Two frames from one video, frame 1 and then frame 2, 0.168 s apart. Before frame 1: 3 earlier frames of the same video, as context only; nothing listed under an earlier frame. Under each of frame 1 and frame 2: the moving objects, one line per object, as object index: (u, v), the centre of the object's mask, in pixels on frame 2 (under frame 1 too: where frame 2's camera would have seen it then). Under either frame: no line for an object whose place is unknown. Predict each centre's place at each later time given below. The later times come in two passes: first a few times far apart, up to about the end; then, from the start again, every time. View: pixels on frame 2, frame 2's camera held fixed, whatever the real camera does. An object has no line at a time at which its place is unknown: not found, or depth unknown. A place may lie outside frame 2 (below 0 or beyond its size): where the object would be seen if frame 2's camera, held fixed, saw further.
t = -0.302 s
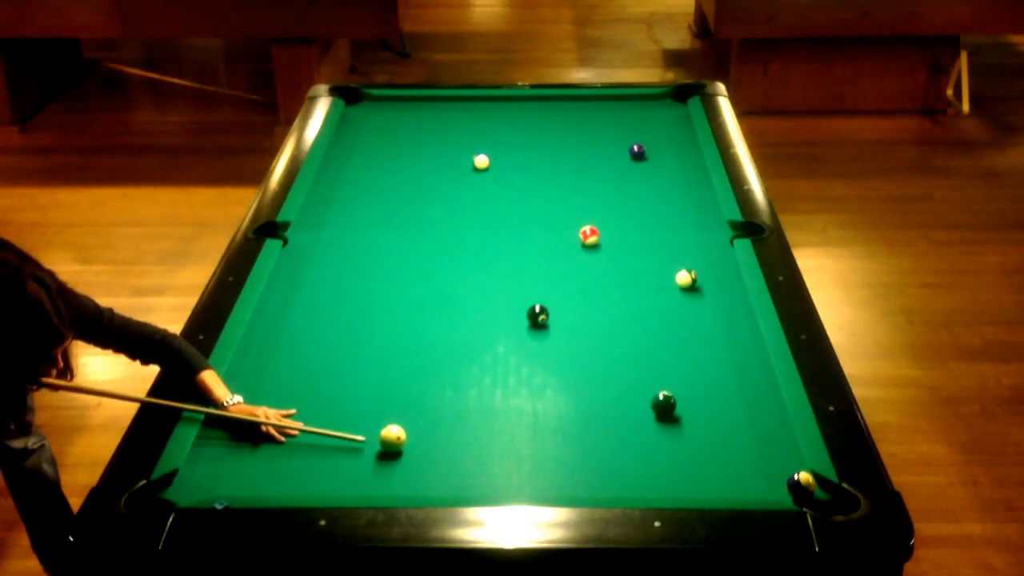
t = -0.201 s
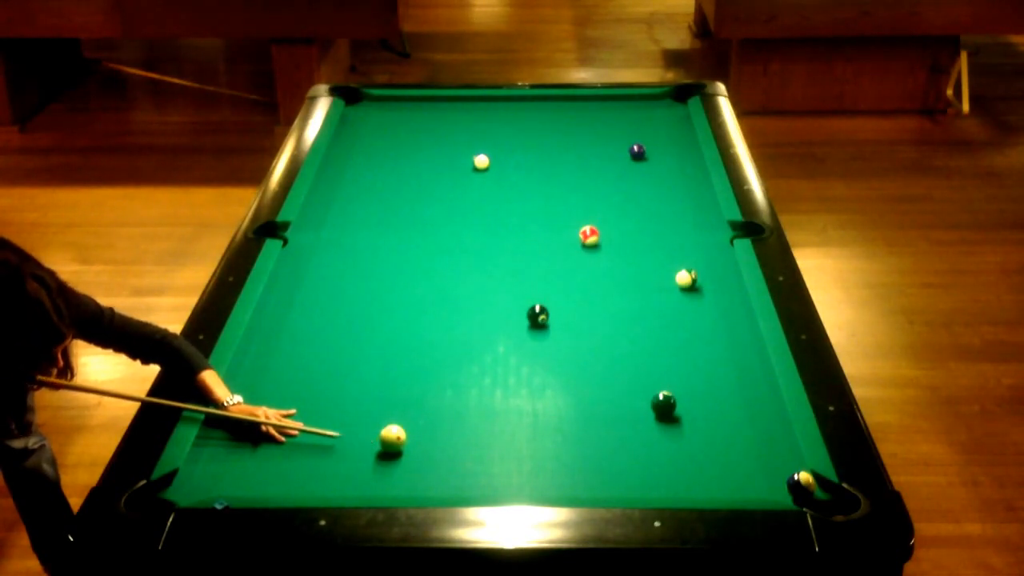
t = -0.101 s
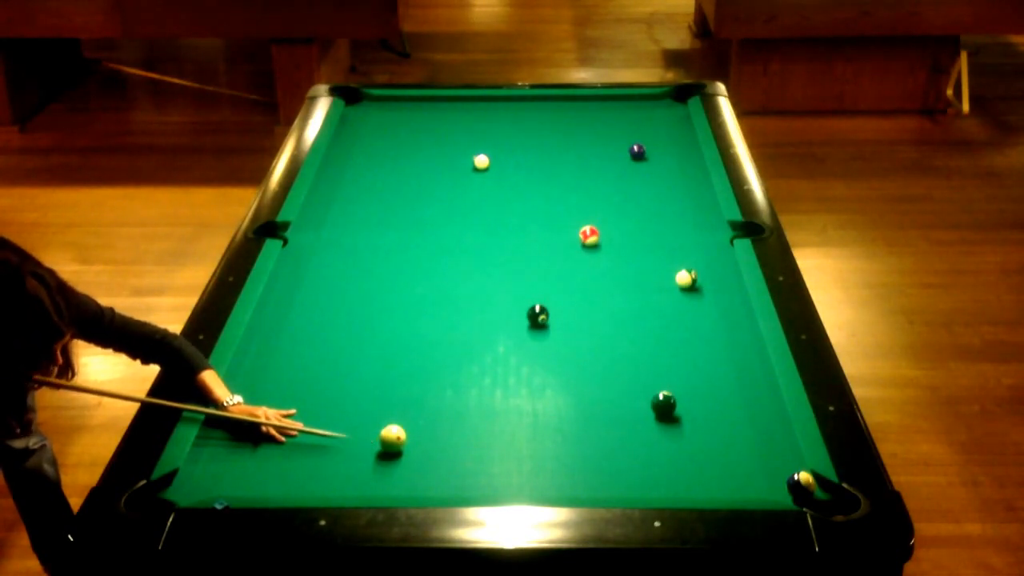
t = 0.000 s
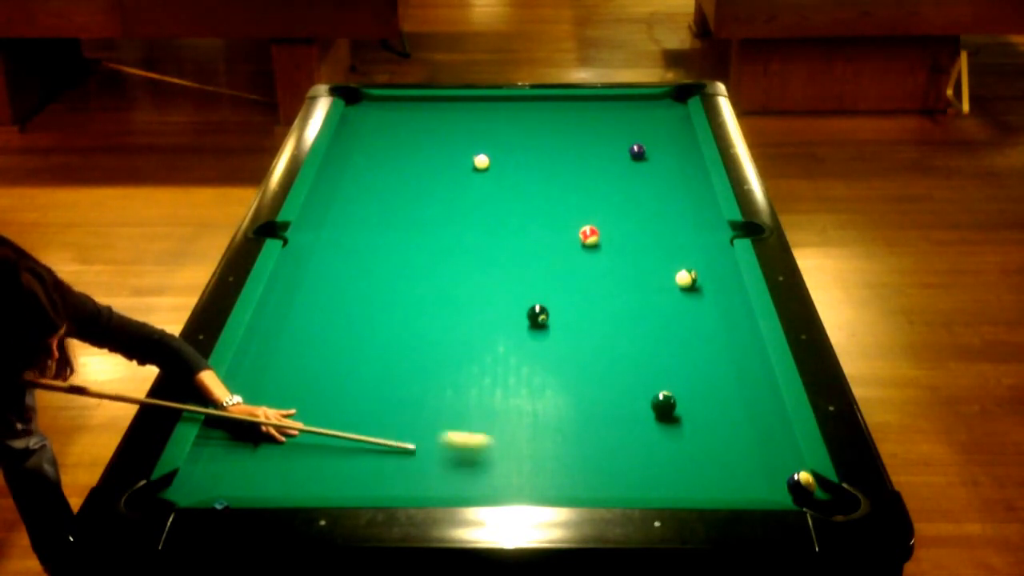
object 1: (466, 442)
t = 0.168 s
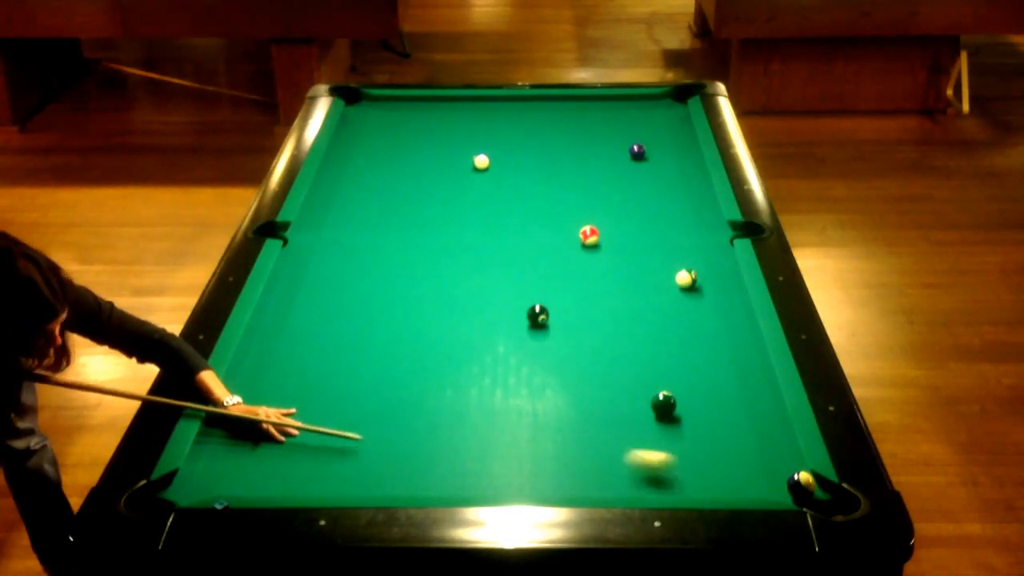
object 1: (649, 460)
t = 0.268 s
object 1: (748, 470)
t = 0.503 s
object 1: (780, 458)
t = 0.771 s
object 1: (783, 441)
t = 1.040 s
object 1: (772, 426)
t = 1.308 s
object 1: (762, 413)
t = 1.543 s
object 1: (755, 403)
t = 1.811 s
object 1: (748, 394)
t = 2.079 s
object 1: (742, 386)
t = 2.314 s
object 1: (738, 381)
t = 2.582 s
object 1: (734, 376)
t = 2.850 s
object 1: (732, 373)
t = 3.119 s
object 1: (730, 371)
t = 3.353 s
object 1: (730, 371)
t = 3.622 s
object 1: (730, 371)
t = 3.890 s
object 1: (730, 371)
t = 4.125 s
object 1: (730, 371)
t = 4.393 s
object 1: (730, 371)
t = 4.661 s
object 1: (730, 372)
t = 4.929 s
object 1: (730, 371)
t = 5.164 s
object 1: (730, 371)
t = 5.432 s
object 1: (730, 372)
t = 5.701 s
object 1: (730, 371)
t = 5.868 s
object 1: (730, 371)
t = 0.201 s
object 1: (683, 463)
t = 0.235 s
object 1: (716, 467)
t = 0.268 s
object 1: (748, 470)
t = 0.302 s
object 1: (772, 474)
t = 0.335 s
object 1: (776, 472)
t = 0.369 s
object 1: (777, 468)
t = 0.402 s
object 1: (778, 466)
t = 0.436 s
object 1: (779, 463)
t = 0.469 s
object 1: (780, 461)
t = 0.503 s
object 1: (780, 458)
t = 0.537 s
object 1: (781, 456)
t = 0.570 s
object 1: (782, 453)
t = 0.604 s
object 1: (783, 451)
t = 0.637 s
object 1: (784, 449)
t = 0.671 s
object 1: (785, 446)
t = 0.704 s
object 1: (785, 444)
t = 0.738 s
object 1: (784, 442)
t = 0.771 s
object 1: (783, 441)
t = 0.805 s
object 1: (781, 438)
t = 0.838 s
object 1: (780, 436)
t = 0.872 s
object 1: (778, 435)
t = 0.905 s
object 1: (777, 433)
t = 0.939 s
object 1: (776, 431)
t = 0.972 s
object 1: (774, 429)
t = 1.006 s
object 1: (773, 427)
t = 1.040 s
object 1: (772, 426)
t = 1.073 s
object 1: (770, 424)
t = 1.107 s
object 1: (769, 422)
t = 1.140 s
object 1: (768, 421)
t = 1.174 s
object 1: (767, 419)
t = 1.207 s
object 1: (766, 418)
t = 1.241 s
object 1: (765, 416)
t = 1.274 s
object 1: (763, 414)
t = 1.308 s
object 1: (762, 413)
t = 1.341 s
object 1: (762, 412)
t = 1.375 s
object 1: (760, 410)
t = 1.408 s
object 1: (759, 408)
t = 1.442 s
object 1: (758, 406)
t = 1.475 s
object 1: (757, 405)
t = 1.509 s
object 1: (756, 404)
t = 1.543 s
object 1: (755, 403)
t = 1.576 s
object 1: (755, 402)
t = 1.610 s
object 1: (754, 401)
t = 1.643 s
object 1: (753, 399)
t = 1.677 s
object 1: (752, 398)
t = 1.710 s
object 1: (751, 397)
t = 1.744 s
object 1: (750, 396)
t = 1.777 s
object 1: (749, 395)
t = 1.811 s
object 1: (748, 394)
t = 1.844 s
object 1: (747, 393)
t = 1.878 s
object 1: (747, 391)
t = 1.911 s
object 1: (746, 390)
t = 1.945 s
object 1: (745, 390)
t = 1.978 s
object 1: (744, 389)
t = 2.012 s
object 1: (743, 388)
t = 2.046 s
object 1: (743, 387)
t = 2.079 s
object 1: (742, 386)
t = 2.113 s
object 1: (742, 385)
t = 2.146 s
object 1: (741, 384)
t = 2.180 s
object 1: (740, 383)
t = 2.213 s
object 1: (739, 383)
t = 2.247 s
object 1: (739, 382)
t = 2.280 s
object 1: (738, 381)
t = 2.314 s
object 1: (738, 381)
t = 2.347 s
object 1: (737, 380)
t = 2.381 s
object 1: (737, 379)
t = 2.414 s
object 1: (736, 378)
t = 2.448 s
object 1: (736, 378)
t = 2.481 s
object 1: (735, 377)
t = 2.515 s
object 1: (735, 377)
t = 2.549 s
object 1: (735, 376)
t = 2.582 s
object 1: (734, 376)
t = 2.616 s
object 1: (734, 375)
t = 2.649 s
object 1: (733, 375)
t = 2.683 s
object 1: (733, 374)
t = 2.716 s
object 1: (733, 374)
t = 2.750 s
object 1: (732, 373)
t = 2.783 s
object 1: (732, 373)
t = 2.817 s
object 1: (732, 373)
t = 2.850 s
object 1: (732, 373)
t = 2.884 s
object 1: (731, 372)
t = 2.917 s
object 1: (731, 372)
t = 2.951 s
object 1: (731, 372)
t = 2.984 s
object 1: (730, 372)
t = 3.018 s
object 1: (730, 372)
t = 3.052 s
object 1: (730, 371)
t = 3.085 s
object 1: (730, 371)
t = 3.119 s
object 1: (730, 371)
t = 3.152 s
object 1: (730, 371)
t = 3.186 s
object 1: (730, 371)
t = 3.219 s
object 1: (730, 371)
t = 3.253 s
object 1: (730, 371)
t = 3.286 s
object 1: (730, 371)
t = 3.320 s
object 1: (730, 371)
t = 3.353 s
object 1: (730, 371)
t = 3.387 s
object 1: (730, 371)
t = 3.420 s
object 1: (730, 371)
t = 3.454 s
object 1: (730, 371)
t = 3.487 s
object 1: (730, 371)
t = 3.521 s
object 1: (730, 371)
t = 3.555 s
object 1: (730, 371)
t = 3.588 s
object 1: (730, 371)
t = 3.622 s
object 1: (730, 371)
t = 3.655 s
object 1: (730, 371)
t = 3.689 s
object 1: (730, 371)
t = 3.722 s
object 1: (730, 371)
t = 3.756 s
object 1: (730, 371)
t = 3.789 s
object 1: (730, 371)
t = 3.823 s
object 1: (730, 371)
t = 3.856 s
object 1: (730, 371)
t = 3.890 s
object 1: (730, 371)
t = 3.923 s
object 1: (730, 371)
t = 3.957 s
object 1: (730, 371)
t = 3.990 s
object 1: (730, 372)
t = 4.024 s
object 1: (730, 371)
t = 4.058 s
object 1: (730, 371)
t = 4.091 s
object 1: (730, 371)
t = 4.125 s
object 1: (730, 371)
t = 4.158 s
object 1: (730, 371)
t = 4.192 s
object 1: (730, 371)
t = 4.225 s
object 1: (730, 371)
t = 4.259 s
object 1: (730, 371)
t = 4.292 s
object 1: (730, 371)
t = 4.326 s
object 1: (730, 372)
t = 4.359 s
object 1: (730, 372)
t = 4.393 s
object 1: (730, 371)
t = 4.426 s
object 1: (730, 372)
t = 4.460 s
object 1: (730, 372)
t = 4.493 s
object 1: (730, 371)
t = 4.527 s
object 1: (730, 372)
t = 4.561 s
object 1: (730, 372)
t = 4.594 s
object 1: (730, 372)
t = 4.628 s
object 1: (730, 372)
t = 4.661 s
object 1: (730, 372)
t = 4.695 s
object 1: (730, 372)
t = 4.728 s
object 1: (730, 371)
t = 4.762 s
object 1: (730, 372)
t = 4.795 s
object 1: (730, 371)
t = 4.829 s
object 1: (730, 372)
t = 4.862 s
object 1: (730, 372)
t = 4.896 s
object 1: (730, 371)
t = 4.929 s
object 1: (730, 371)
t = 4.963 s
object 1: (730, 372)
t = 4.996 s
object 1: (730, 371)
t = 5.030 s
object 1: (730, 371)
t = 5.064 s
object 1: (730, 371)
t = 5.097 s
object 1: (730, 371)
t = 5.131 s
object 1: (730, 371)
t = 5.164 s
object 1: (730, 371)
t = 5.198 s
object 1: (730, 371)
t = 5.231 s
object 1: (730, 372)
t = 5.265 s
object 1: (730, 372)
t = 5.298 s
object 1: (730, 371)
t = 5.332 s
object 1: (730, 372)
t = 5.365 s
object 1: (730, 371)
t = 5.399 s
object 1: (730, 372)
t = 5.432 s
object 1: (730, 372)
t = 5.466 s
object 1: (730, 372)
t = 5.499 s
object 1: (730, 372)
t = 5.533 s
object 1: (730, 371)
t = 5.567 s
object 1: (730, 372)
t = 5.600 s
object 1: (730, 371)
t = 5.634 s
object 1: (730, 371)
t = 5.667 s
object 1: (730, 371)
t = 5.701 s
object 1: (730, 371)
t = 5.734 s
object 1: (730, 371)
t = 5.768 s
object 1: (730, 371)
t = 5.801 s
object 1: (730, 371)
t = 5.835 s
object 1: (730, 371)
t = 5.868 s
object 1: (730, 371)
